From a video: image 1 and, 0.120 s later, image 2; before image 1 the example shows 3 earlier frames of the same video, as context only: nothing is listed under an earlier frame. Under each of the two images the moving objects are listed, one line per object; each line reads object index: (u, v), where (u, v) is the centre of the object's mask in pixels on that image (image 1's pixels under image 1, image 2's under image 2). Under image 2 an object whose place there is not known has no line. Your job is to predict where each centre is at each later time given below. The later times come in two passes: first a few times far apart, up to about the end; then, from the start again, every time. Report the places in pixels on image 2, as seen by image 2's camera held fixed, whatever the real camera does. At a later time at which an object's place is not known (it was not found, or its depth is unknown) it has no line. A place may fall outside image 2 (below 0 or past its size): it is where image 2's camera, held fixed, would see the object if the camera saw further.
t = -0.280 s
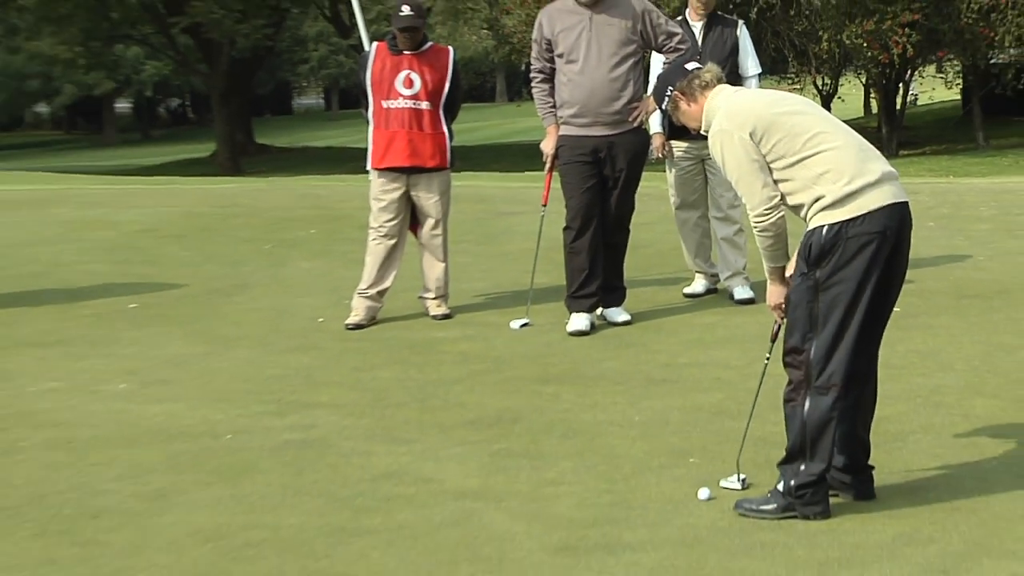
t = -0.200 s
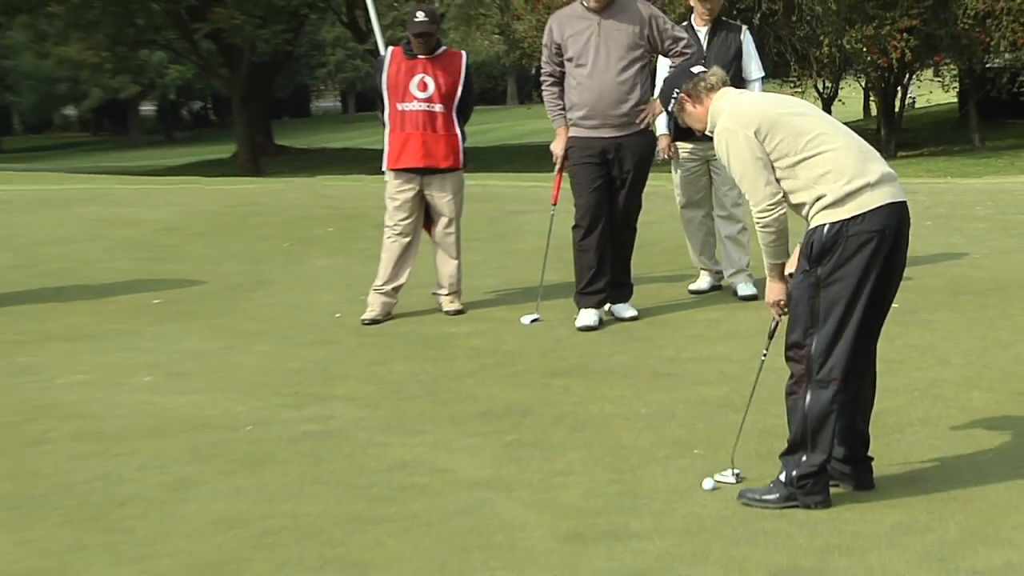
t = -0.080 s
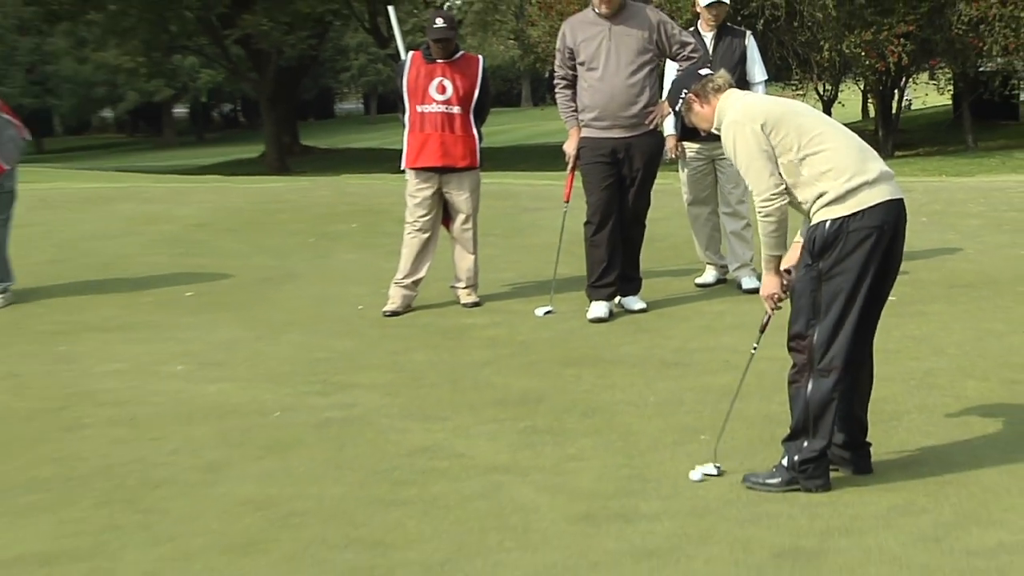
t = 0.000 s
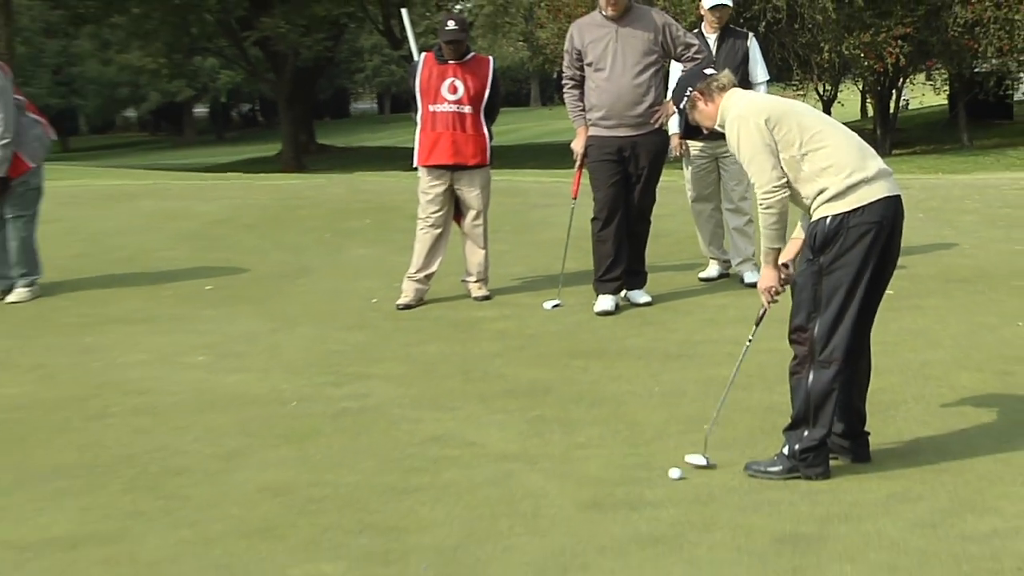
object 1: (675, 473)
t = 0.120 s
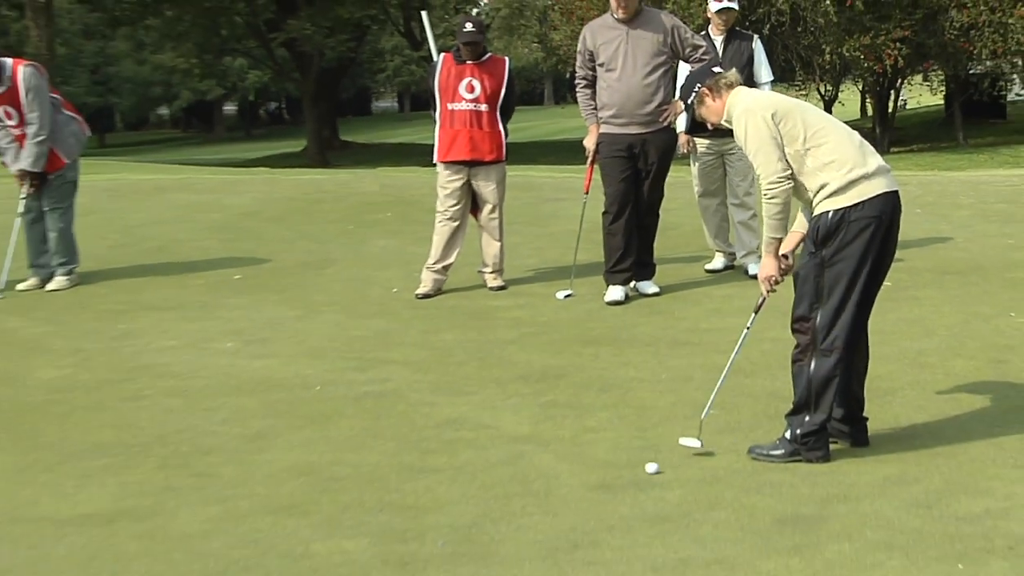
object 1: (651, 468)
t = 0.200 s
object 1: (632, 476)
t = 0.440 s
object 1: (574, 500)
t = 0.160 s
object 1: (642, 472)
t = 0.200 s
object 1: (632, 476)
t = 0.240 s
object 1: (623, 480)
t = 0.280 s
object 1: (613, 484)
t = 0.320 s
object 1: (603, 488)
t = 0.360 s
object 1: (593, 492)
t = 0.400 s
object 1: (584, 496)
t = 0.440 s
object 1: (574, 500)
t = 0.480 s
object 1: (564, 505)
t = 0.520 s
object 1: (555, 509)
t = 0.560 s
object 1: (545, 513)
